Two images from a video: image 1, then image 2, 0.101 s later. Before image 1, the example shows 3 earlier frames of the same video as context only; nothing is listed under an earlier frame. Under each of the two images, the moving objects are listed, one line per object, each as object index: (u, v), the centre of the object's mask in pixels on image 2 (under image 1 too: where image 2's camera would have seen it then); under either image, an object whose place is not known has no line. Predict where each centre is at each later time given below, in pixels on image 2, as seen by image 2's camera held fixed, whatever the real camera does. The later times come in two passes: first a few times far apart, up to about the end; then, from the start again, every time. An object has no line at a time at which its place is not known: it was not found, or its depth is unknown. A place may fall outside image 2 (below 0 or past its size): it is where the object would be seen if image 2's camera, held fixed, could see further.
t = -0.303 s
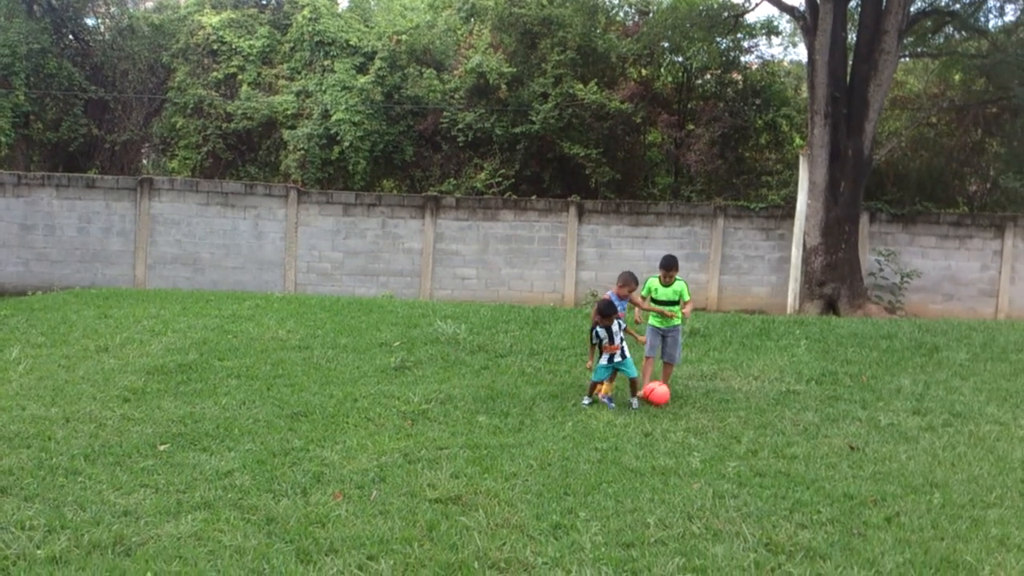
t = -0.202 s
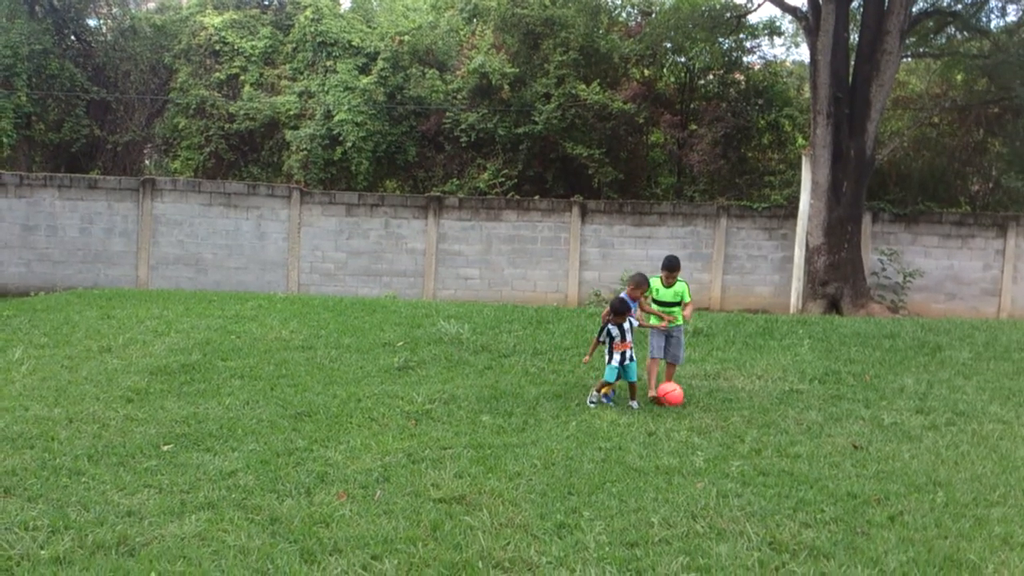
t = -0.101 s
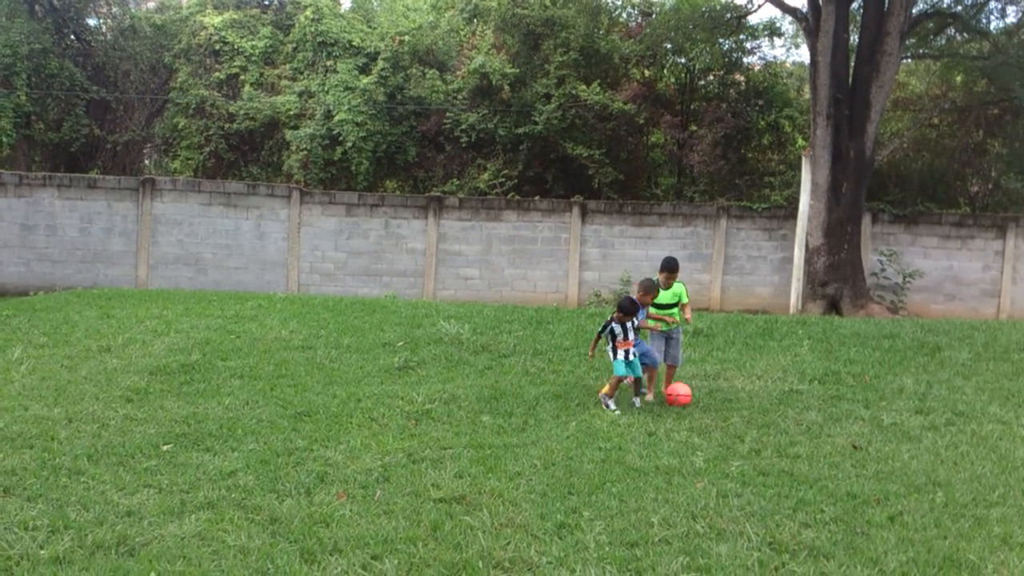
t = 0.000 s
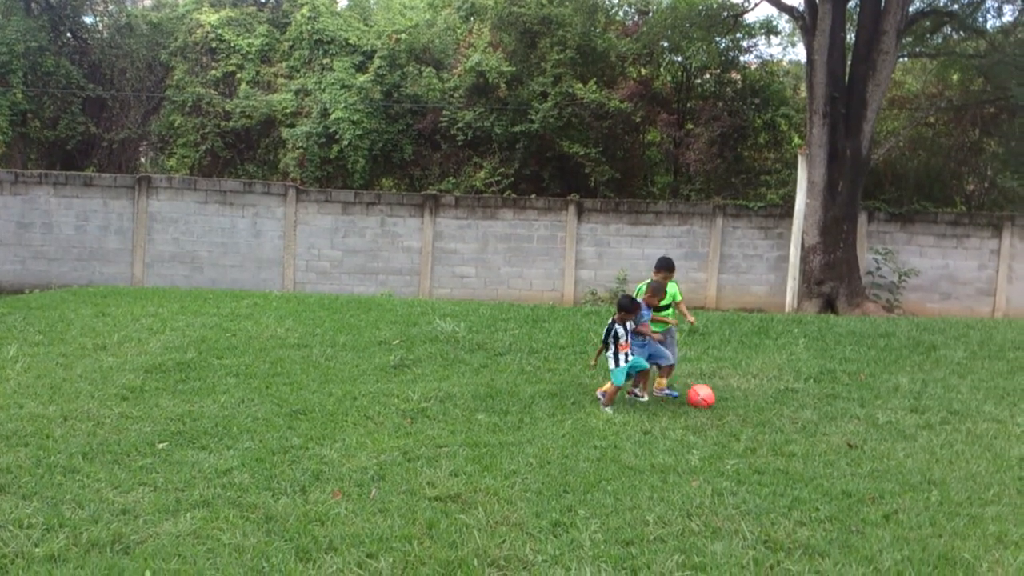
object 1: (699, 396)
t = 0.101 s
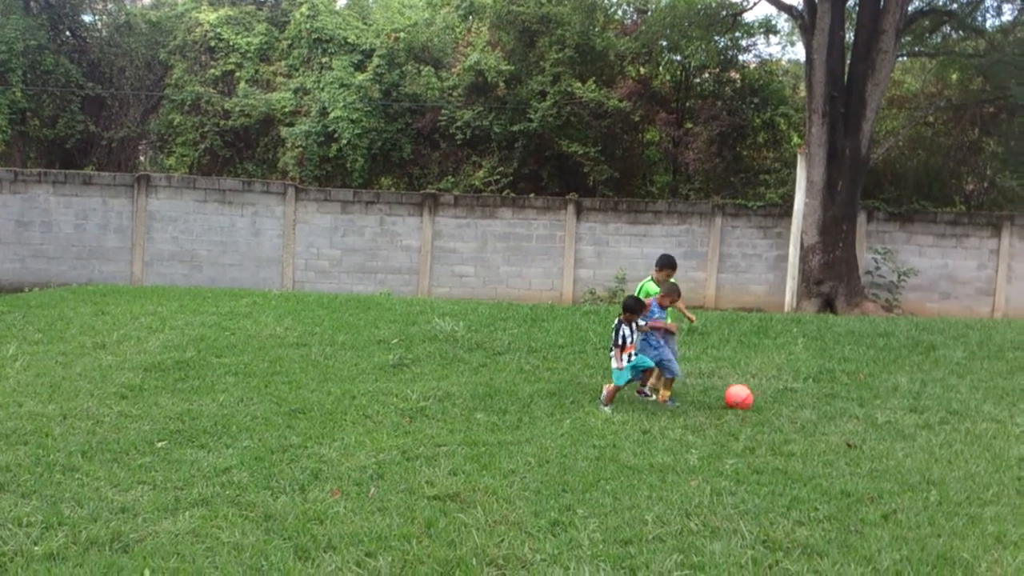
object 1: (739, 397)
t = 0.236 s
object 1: (783, 400)
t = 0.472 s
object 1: (850, 406)
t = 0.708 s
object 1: (911, 412)
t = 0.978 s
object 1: (966, 415)
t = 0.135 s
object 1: (751, 399)
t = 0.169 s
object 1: (762, 400)
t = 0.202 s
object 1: (773, 399)
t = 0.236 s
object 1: (783, 400)
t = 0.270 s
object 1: (792, 400)
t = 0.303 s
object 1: (803, 401)
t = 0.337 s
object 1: (813, 403)
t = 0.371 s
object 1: (823, 404)
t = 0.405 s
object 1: (832, 404)
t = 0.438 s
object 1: (841, 404)
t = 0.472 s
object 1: (850, 406)
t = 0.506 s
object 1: (859, 407)
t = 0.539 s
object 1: (868, 408)
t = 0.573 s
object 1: (877, 409)
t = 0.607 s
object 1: (885, 409)
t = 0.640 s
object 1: (894, 410)
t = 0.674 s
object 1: (902, 411)
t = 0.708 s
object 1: (911, 412)
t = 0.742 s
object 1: (919, 413)
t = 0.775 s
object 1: (927, 413)
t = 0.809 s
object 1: (933, 413)
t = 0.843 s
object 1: (941, 413)
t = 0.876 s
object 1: (947, 414)
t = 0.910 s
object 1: (954, 415)
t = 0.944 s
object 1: (961, 416)
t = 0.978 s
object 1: (966, 415)
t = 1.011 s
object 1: (972, 414)
